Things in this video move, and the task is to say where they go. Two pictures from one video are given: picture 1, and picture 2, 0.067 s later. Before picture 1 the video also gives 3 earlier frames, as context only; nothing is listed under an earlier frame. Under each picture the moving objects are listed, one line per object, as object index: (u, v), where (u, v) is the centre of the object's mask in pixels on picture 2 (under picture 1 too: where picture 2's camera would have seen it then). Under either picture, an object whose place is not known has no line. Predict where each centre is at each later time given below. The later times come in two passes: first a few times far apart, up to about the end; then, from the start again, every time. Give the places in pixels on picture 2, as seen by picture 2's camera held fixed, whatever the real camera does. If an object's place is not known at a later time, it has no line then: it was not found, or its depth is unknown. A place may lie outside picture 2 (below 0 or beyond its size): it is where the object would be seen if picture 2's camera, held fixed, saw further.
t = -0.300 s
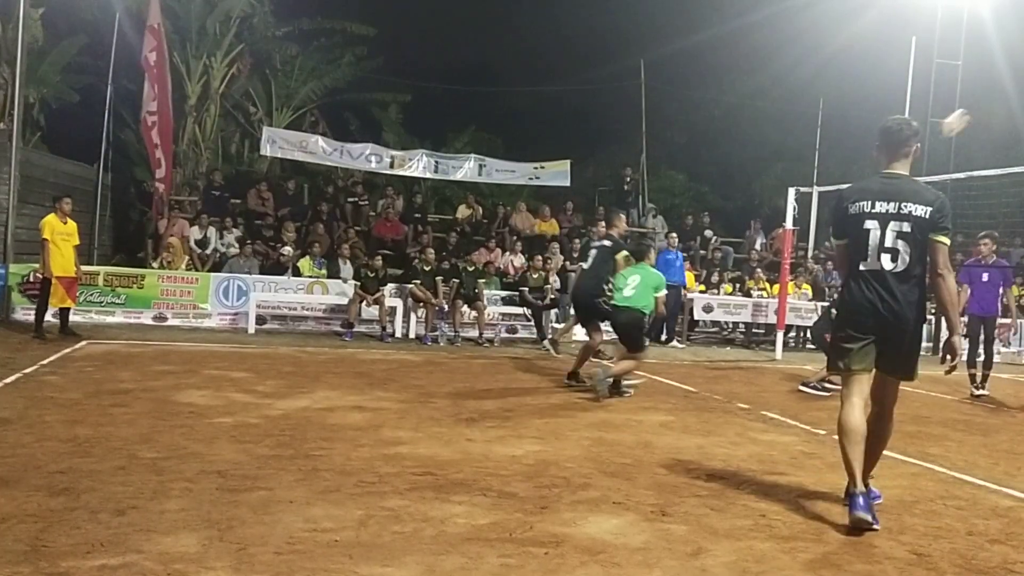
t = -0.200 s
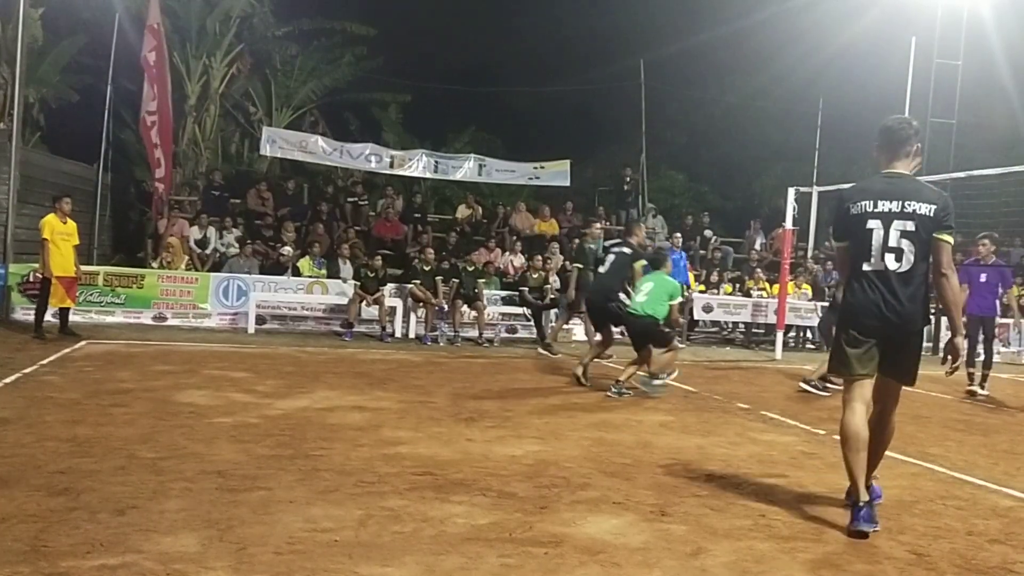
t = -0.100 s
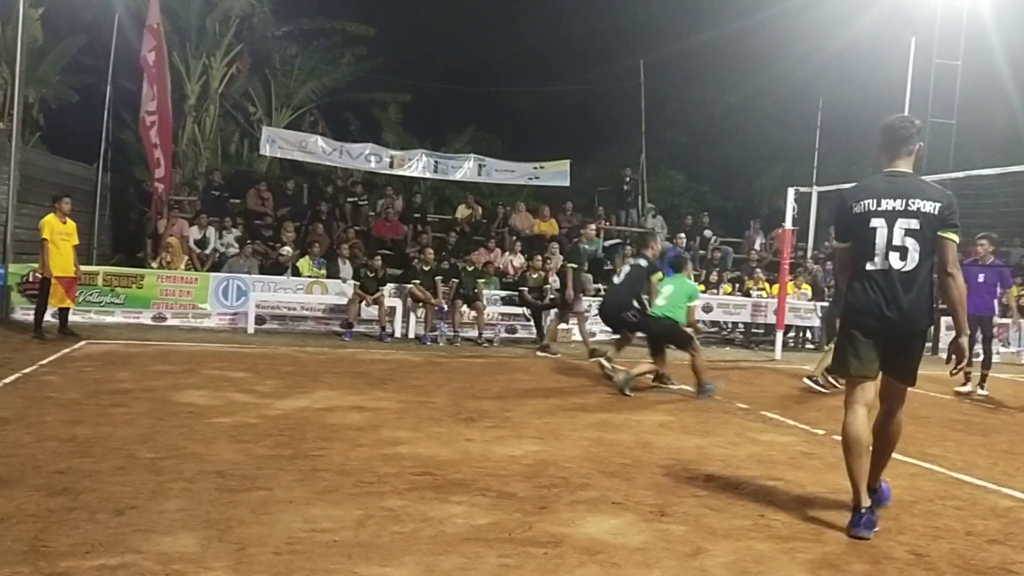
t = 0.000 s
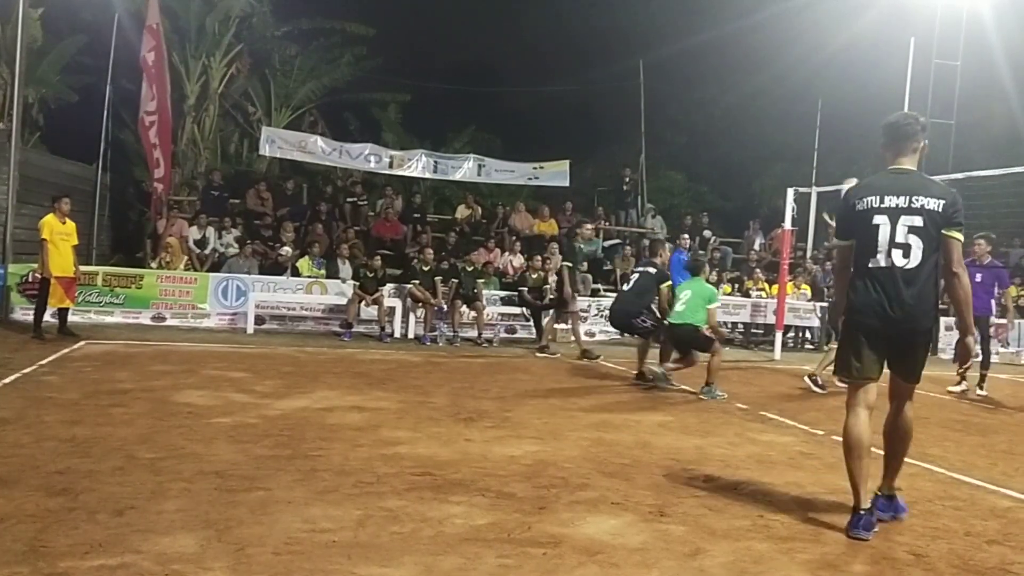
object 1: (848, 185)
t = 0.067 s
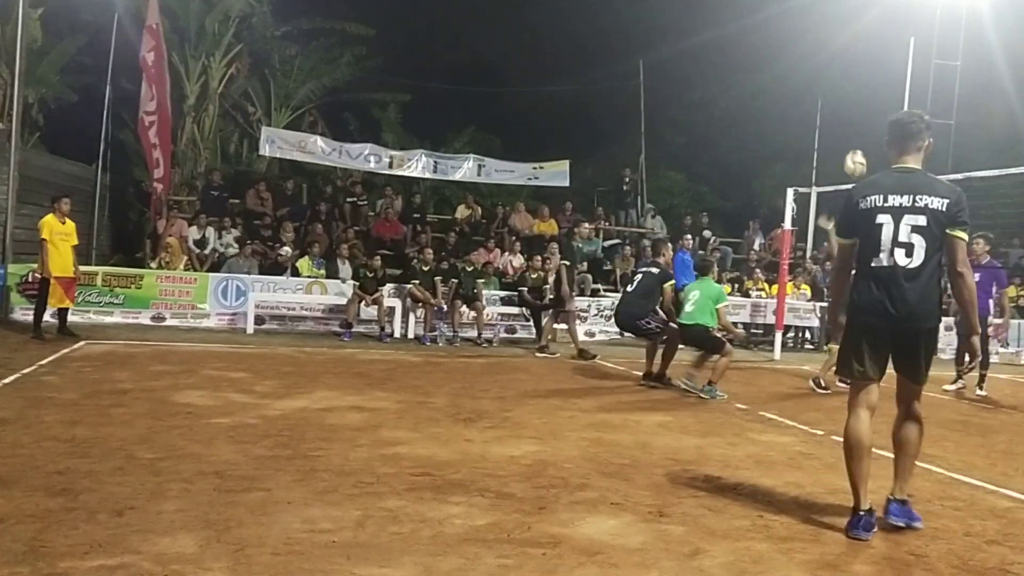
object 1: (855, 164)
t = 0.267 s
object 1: (867, 99)
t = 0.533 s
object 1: (879, 68)
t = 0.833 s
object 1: (887, 129)
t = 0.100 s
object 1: (857, 151)
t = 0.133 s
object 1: (859, 139)
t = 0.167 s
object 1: (861, 126)
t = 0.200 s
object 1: (863, 116)
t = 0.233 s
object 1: (865, 107)
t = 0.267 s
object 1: (867, 99)
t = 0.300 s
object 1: (869, 91)
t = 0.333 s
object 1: (870, 85)
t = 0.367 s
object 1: (872, 79)
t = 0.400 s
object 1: (873, 75)
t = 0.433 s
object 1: (875, 72)
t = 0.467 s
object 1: (877, 70)
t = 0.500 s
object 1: (878, 69)
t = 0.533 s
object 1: (879, 68)
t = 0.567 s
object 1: (880, 70)
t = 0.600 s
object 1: (881, 72)
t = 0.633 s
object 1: (883, 76)
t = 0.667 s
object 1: (884, 82)
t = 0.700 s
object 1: (885, 87)
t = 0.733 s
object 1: (886, 95)
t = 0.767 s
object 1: (885, 105)
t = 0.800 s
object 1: (887, 117)
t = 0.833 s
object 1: (887, 129)
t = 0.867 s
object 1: (887, 143)
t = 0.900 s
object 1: (887, 158)
